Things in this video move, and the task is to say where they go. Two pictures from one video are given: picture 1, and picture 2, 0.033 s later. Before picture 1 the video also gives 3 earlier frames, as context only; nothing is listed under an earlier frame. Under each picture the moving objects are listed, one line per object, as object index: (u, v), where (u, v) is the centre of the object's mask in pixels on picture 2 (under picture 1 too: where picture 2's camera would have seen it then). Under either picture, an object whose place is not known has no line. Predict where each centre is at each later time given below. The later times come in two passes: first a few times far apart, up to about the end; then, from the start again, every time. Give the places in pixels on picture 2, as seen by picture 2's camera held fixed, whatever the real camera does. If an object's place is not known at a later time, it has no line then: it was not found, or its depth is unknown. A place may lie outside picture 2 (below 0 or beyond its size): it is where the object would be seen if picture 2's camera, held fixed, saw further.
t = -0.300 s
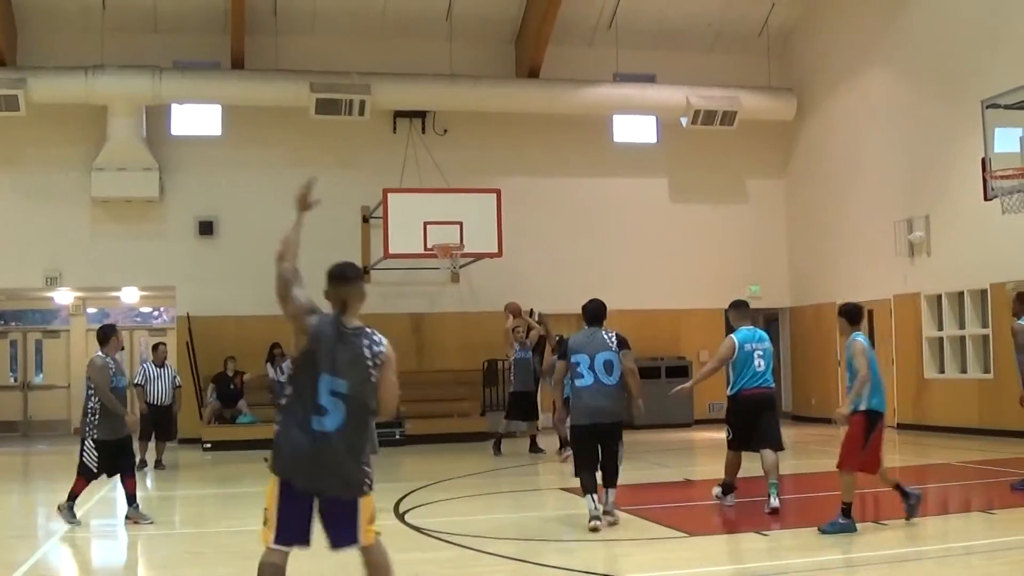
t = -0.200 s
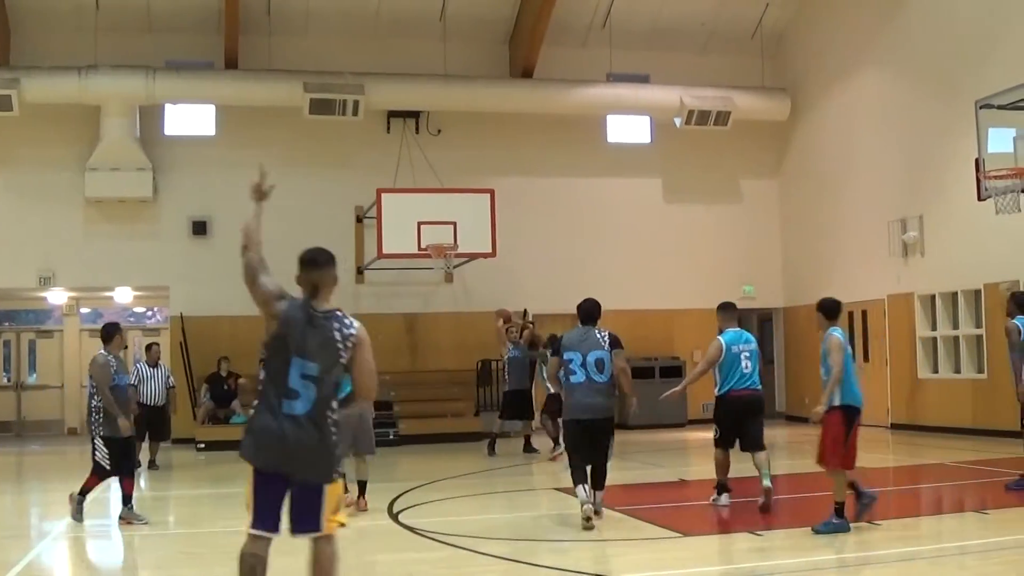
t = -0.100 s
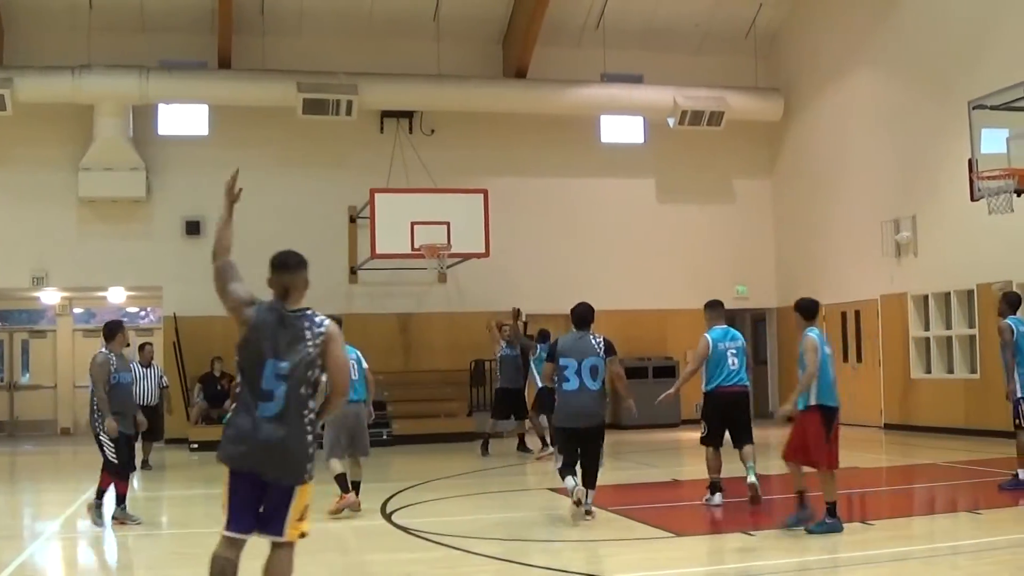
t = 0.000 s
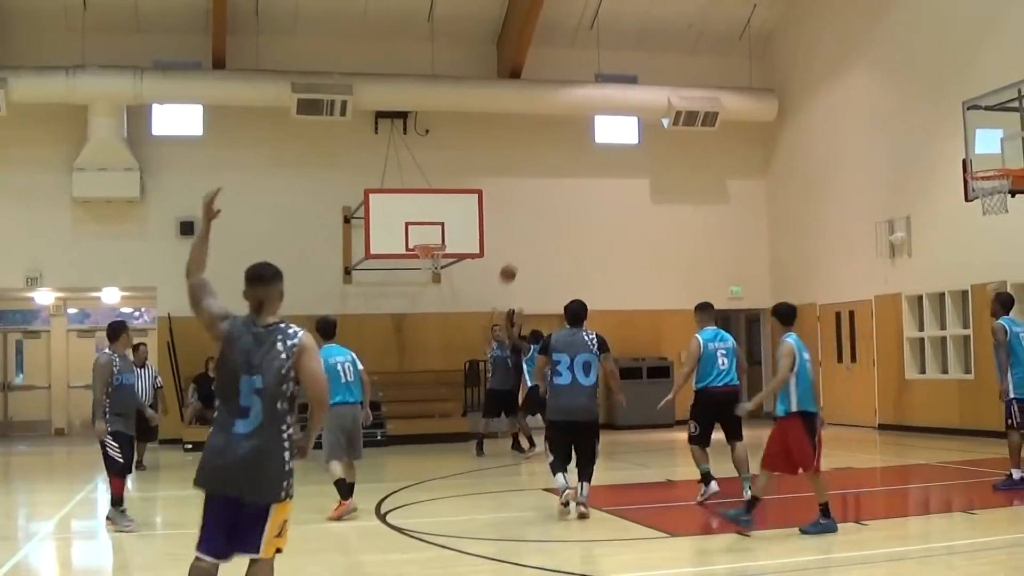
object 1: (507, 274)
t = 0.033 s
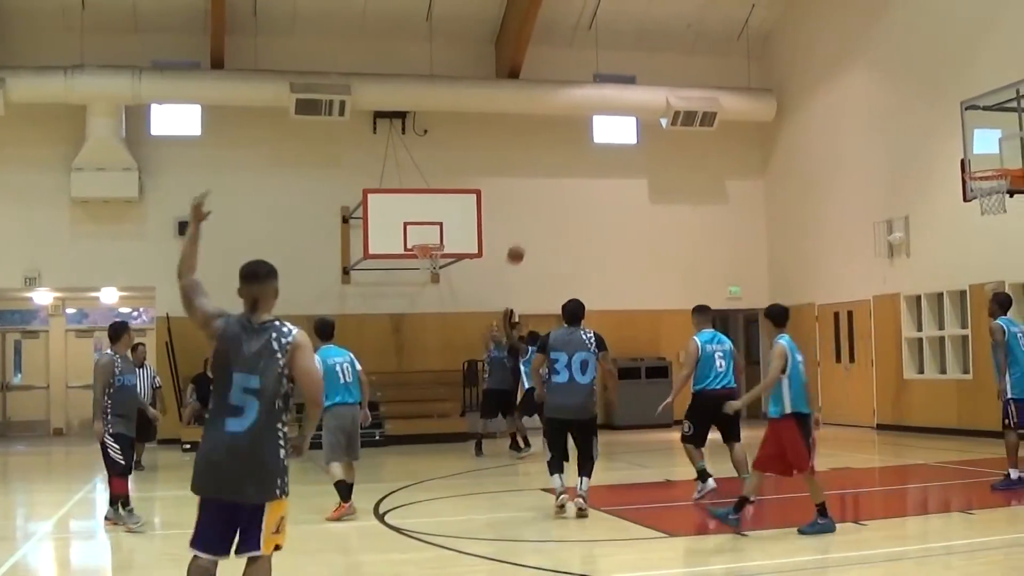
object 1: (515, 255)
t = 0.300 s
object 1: (591, 119)
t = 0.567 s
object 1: (686, 15)
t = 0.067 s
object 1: (524, 237)
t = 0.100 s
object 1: (534, 219)
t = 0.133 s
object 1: (543, 201)
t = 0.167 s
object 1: (553, 184)
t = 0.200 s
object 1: (563, 168)
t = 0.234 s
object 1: (573, 152)
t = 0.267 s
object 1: (582, 136)
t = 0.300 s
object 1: (591, 119)
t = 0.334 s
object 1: (602, 104)
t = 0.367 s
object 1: (611, 90)
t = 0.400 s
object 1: (622, 75)
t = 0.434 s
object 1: (633, 62)
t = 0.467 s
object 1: (646, 49)
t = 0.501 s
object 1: (659, 38)
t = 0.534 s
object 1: (672, 26)
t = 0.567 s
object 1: (686, 15)
